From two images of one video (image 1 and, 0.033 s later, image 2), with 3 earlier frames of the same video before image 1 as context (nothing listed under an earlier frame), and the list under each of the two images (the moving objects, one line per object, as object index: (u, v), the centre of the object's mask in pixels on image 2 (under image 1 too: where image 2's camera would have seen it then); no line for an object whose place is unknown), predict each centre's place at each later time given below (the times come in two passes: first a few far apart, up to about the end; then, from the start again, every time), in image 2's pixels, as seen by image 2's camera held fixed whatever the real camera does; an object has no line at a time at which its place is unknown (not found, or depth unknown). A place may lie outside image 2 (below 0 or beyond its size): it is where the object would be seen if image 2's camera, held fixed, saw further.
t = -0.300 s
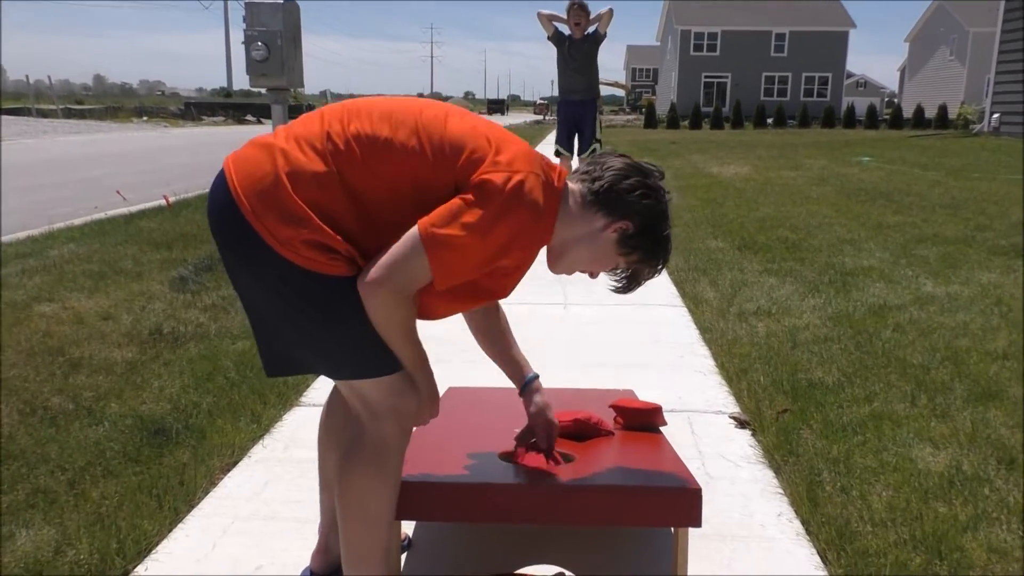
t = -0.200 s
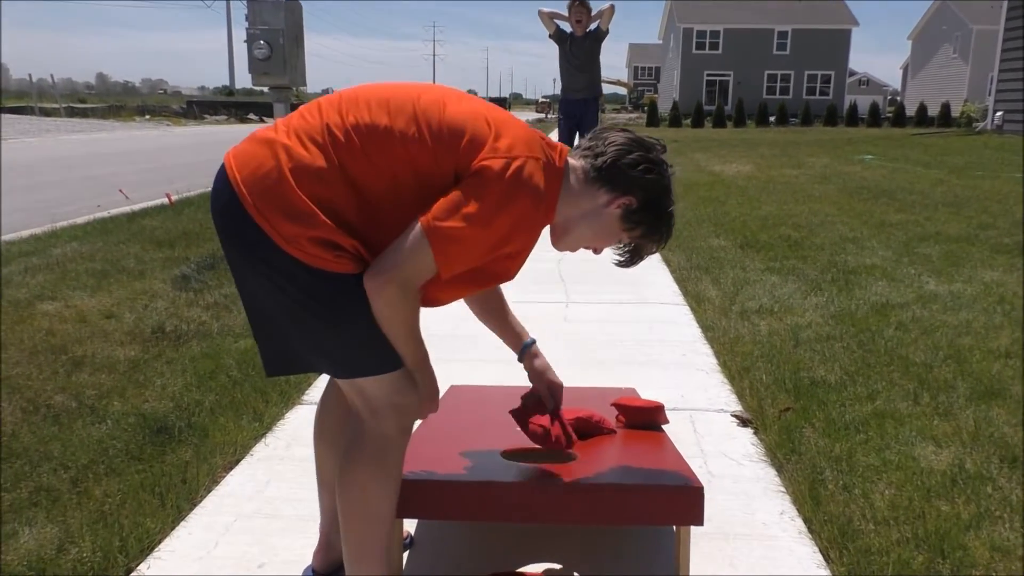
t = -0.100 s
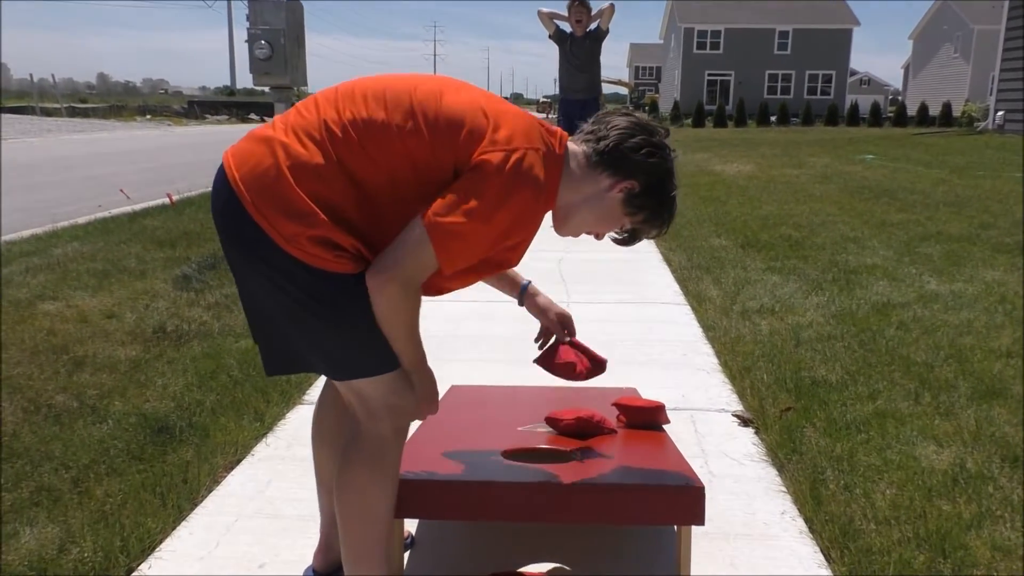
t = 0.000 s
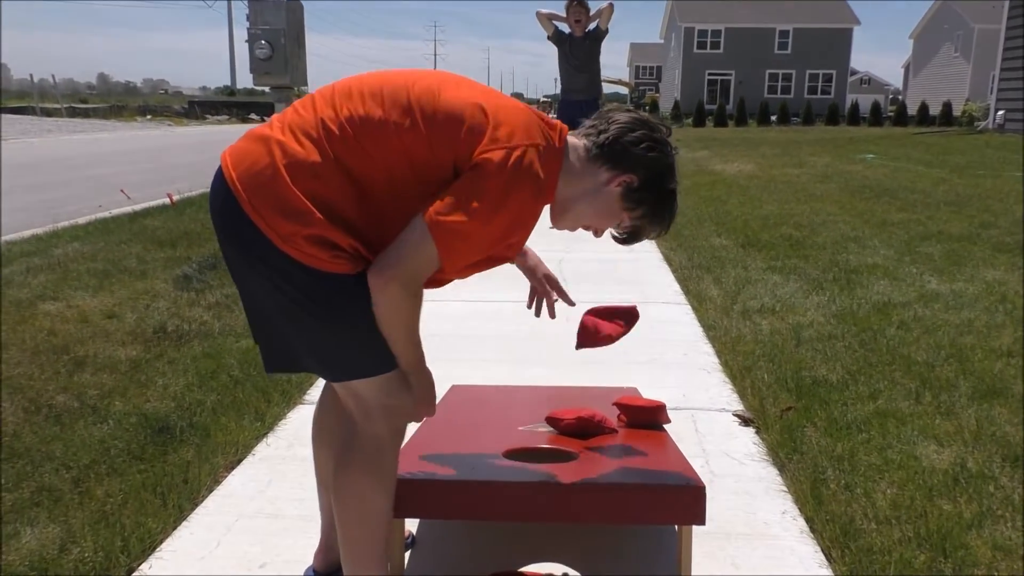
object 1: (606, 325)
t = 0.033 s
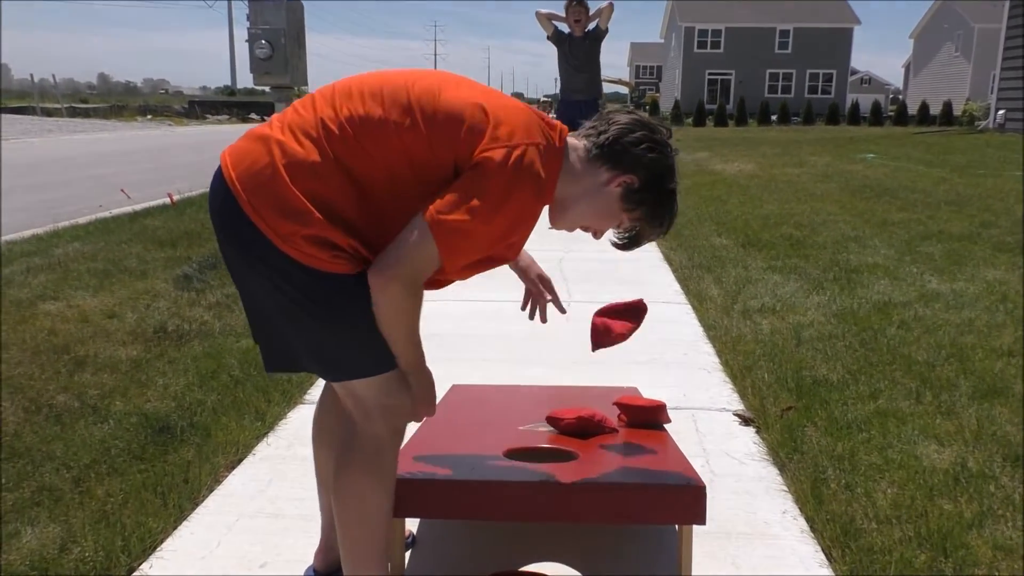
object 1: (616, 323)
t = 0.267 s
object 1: (679, 424)
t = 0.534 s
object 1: (725, 483)
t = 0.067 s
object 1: (627, 325)
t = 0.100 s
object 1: (636, 332)
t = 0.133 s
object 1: (646, 344)
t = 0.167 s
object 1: (655, 359)
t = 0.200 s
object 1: (663, 379)
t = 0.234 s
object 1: (671, 403)
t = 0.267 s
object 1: (679, 424)
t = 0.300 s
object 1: (692, 439)
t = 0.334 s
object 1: (706, 458)
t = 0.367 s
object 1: (718, 485)
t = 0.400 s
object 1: (720, 484)
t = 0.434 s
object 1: (723, 485)
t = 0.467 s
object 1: (726, 485)
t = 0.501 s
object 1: (726, 483)
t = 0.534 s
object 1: (725, 483)
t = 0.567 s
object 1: (725, 483)
